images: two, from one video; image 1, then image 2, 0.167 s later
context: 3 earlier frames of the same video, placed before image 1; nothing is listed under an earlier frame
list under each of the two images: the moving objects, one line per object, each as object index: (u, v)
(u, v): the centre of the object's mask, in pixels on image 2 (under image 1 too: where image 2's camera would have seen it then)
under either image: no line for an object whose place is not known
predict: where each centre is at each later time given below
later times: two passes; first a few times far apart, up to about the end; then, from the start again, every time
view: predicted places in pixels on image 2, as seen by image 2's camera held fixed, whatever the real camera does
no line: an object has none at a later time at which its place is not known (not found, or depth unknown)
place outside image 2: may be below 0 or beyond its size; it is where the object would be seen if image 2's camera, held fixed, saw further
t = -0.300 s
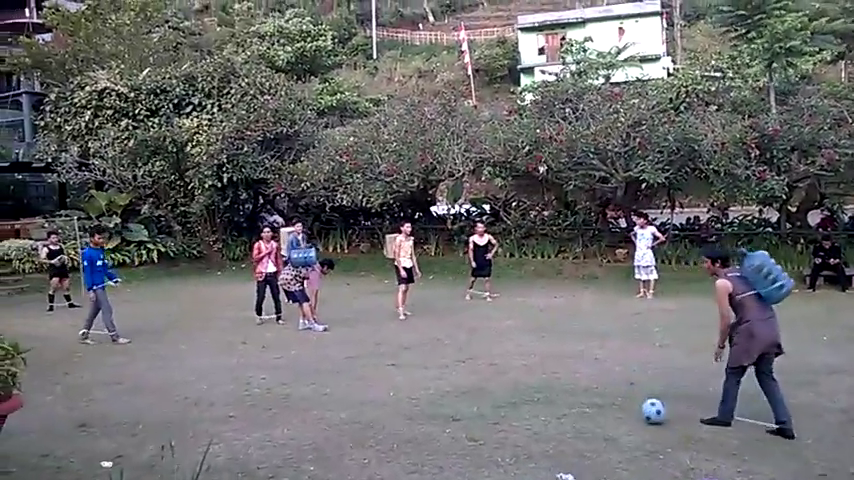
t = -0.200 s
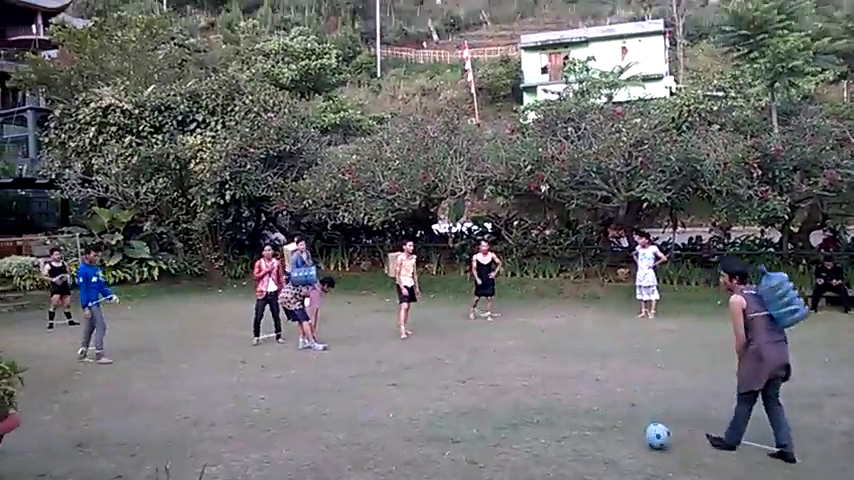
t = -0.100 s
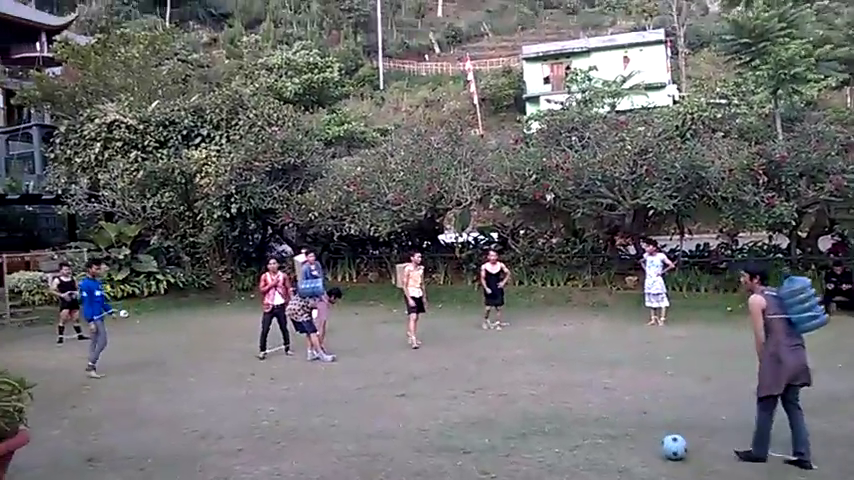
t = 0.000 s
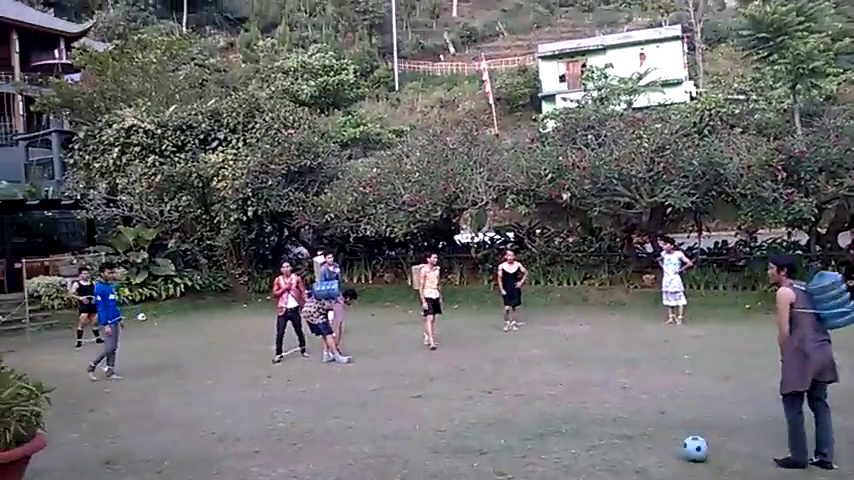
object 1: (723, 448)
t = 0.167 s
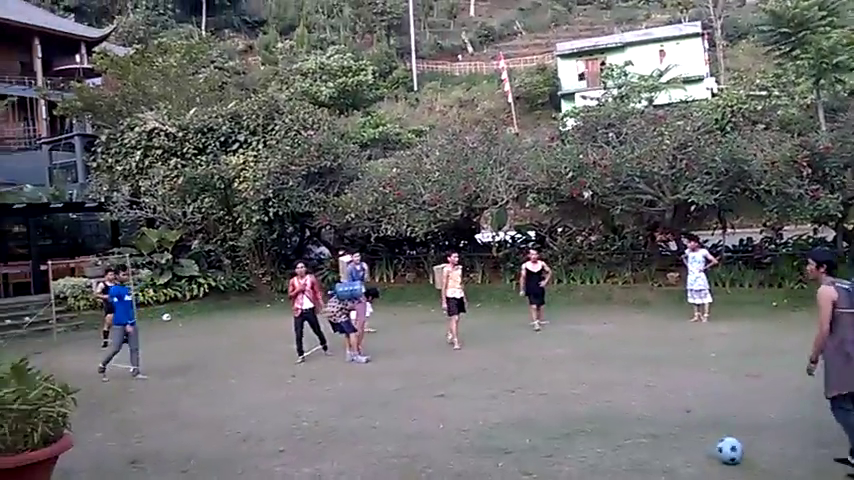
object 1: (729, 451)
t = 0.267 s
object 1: (731, 452)
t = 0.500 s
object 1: (737, 454)
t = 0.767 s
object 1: (741, 455)
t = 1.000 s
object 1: (738, 453)
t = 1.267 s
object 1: (741, 452)
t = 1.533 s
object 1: (745, 449)
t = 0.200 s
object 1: (730, 452)
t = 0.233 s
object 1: (730, 452)
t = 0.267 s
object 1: (731, 452)
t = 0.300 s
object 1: (732, 452)
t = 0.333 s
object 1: (732, 453)
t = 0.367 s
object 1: (734, 453)
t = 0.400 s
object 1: (734, 452)
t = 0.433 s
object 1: (734, 452)
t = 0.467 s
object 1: (737, 453)
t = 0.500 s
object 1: (737, 454)
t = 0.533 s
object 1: (738, 455)
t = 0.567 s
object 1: (738, 454)
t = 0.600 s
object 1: (739, 455)
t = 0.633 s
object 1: (739, 454)
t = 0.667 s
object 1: (740, 454)
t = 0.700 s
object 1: (740, 455)
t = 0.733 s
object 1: (740, 454)
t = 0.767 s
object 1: (741, 455)
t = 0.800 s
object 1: (740, 454)
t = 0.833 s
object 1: (738, 454)
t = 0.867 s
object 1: (735, 454)
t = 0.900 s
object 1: (736, 454)
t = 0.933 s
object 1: (737, 454)
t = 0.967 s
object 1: (738, 453)
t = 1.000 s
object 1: (738, 453)
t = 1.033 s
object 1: (738, 453)
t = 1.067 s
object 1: (738, 453)
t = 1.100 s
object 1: (740, 453)
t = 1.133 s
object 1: (741, 452)
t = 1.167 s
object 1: (741, 453)
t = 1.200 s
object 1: (741, 452)
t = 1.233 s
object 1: (742, 452)
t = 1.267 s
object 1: (741, 452)
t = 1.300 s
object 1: (742, 452)
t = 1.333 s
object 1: (743, 451)
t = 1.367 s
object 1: (743, 451)
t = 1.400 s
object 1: (743, 451)
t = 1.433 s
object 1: (744, 450)
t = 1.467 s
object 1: (744, 450)
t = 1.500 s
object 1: (745, 450)
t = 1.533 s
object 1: (745, 449)
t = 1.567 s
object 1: (746, 449)
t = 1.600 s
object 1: (747, 449)
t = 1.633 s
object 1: (746, 448)
